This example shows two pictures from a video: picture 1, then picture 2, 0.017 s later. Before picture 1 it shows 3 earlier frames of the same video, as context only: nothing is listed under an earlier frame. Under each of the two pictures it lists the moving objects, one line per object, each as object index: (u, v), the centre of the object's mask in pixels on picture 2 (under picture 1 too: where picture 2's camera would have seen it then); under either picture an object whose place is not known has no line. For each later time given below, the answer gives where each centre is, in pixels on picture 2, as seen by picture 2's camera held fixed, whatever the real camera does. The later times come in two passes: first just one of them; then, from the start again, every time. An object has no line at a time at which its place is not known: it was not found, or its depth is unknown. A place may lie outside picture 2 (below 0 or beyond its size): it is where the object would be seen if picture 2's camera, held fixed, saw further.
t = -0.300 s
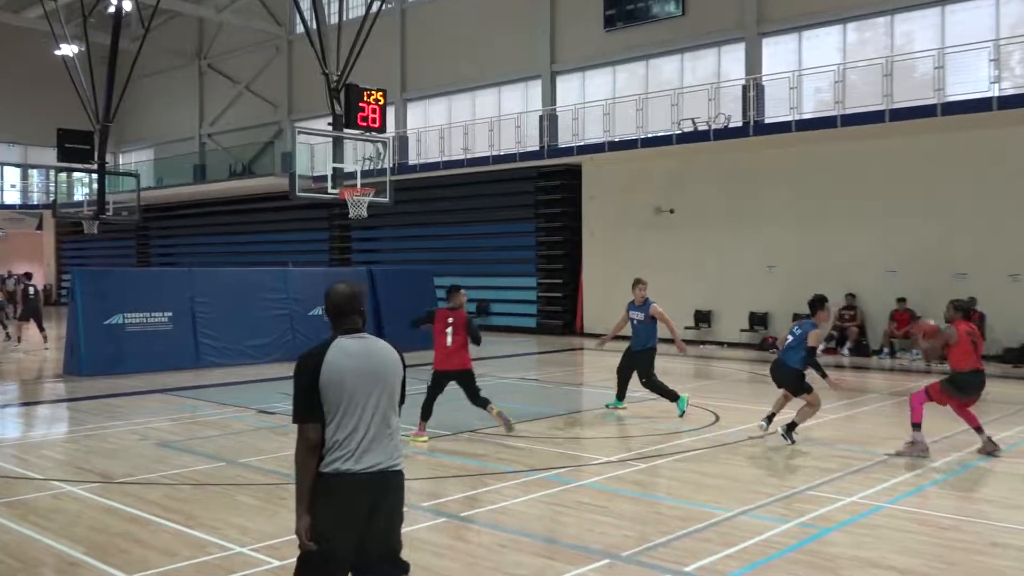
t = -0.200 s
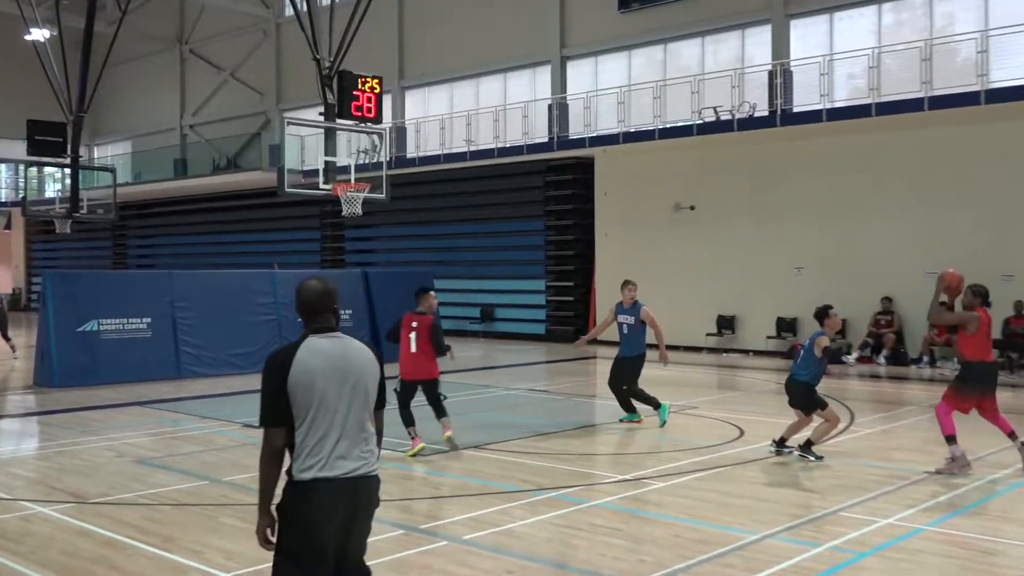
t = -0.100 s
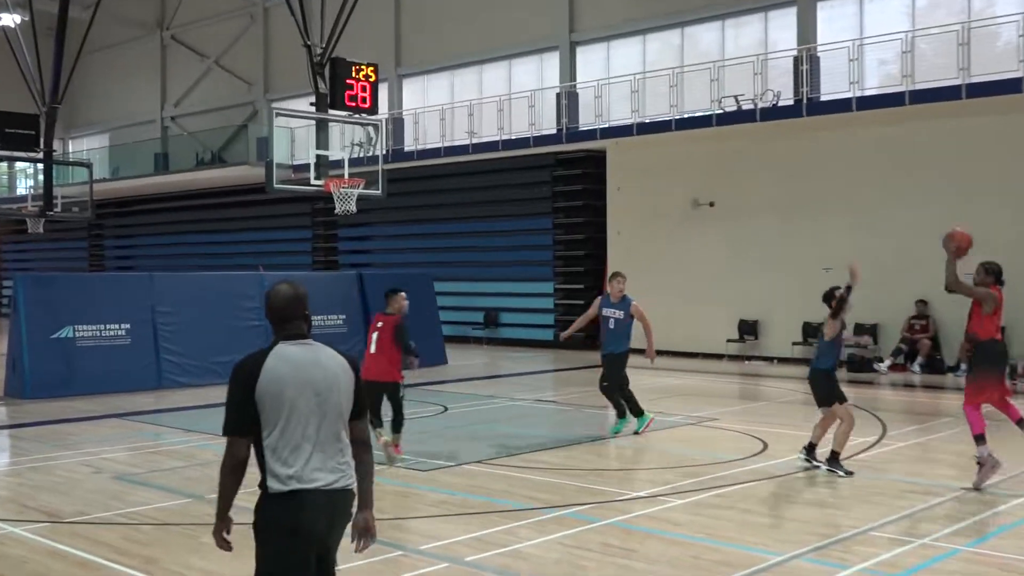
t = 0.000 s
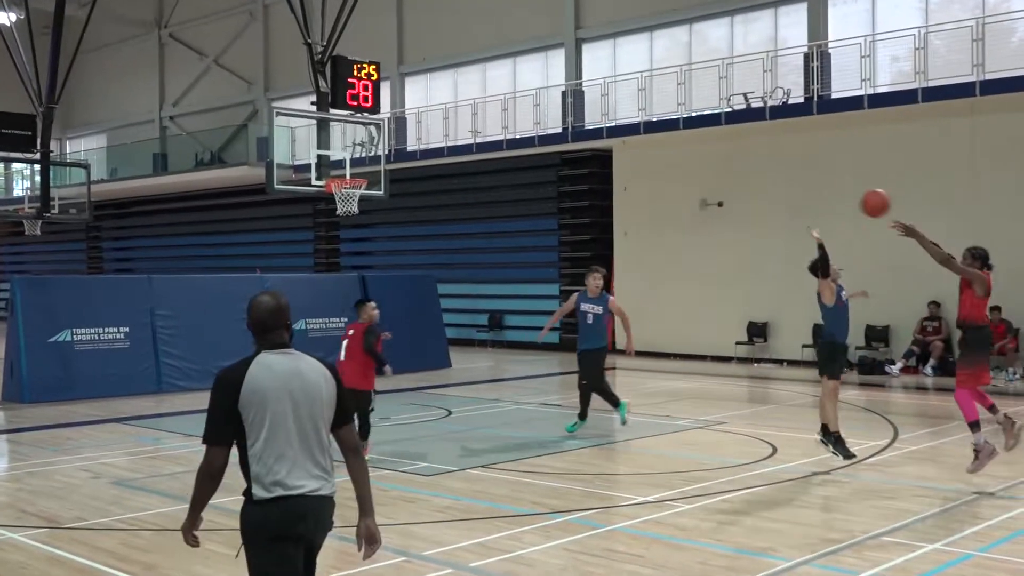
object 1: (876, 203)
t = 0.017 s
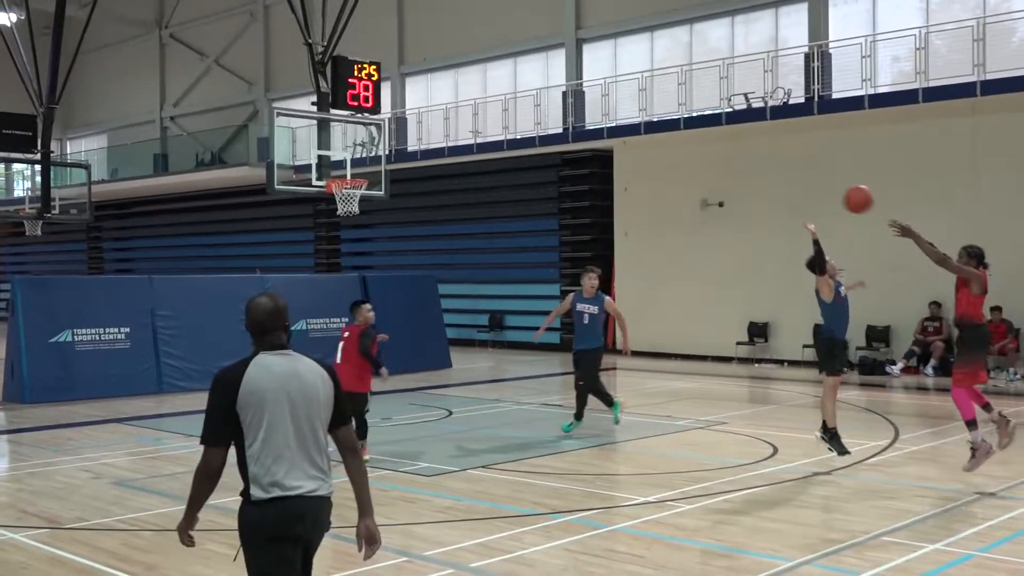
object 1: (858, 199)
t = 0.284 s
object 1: (591, 179)
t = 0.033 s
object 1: (840, 196)
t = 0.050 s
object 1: (822, 192)
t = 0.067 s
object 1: (805, 189)
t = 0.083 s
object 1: (788, 186)
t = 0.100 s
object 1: (771, 184)
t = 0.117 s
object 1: (754, 182)
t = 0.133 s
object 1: (737, 180)
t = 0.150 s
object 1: (720, 179)
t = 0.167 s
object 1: (703, 178)
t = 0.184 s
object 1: (687, 177)
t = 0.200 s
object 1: (670, 177)
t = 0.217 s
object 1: (655, 176)
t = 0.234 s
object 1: (639, 177)
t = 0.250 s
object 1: (622, 177)
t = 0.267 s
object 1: (606, 178)
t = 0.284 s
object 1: (591, 179)
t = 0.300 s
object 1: (576, 180)
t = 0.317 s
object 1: (559, 182)
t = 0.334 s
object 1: (545, 183)
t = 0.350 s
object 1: (530, 186)
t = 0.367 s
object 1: (515, 188)
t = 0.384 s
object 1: (500, 190)
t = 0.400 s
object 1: (485, 193)
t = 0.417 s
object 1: (470, 197)
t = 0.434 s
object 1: (455, 200)
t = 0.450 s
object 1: (441, 204)
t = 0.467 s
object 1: (427, 208)
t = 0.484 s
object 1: (413, 213)
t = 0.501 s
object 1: (400, 218)
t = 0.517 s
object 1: (387, 222)
